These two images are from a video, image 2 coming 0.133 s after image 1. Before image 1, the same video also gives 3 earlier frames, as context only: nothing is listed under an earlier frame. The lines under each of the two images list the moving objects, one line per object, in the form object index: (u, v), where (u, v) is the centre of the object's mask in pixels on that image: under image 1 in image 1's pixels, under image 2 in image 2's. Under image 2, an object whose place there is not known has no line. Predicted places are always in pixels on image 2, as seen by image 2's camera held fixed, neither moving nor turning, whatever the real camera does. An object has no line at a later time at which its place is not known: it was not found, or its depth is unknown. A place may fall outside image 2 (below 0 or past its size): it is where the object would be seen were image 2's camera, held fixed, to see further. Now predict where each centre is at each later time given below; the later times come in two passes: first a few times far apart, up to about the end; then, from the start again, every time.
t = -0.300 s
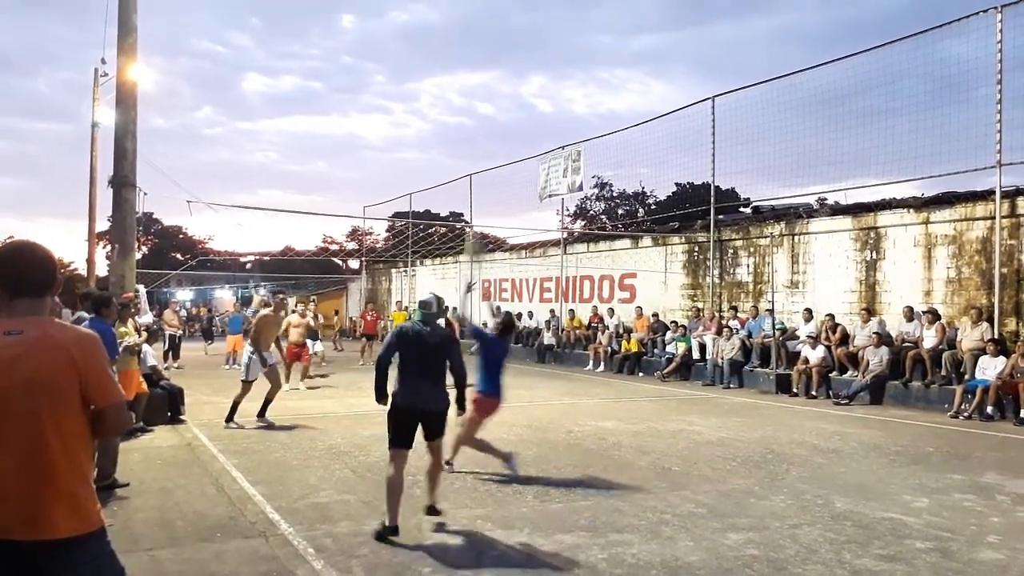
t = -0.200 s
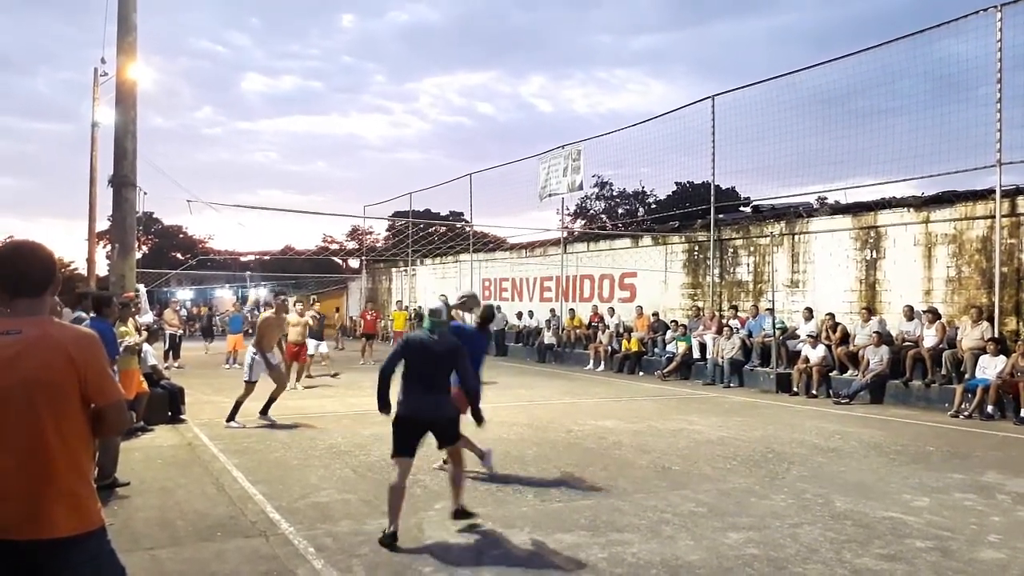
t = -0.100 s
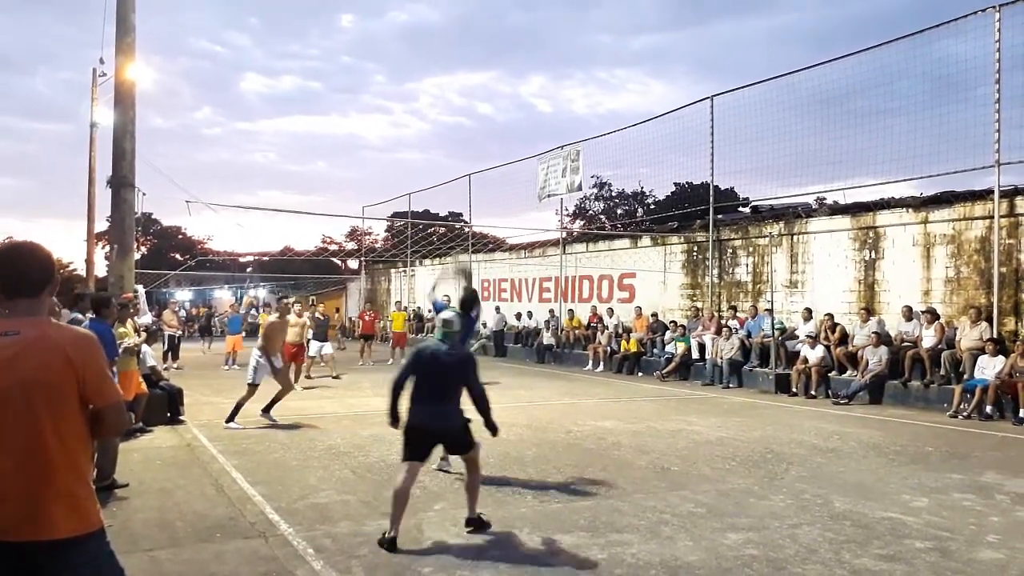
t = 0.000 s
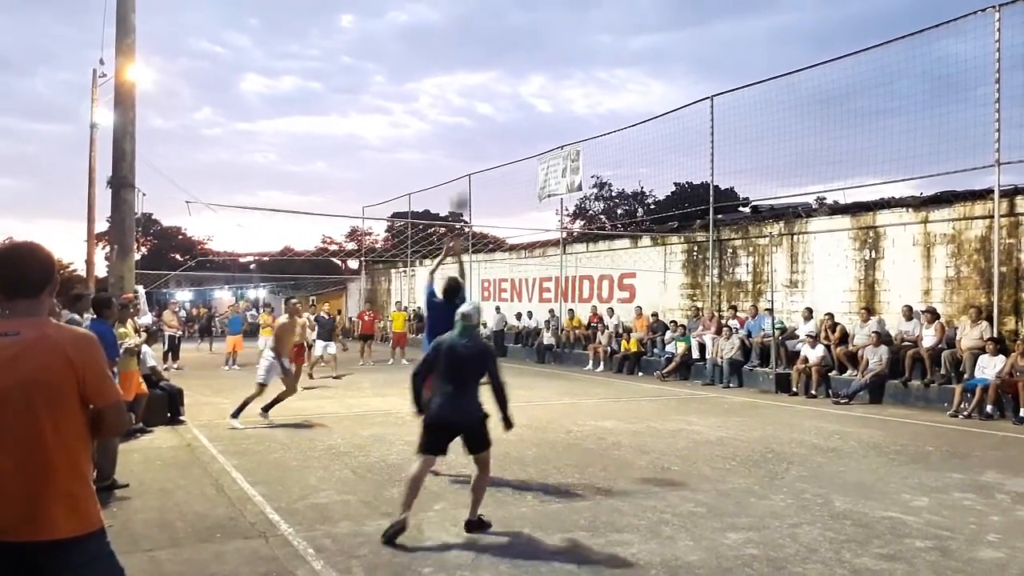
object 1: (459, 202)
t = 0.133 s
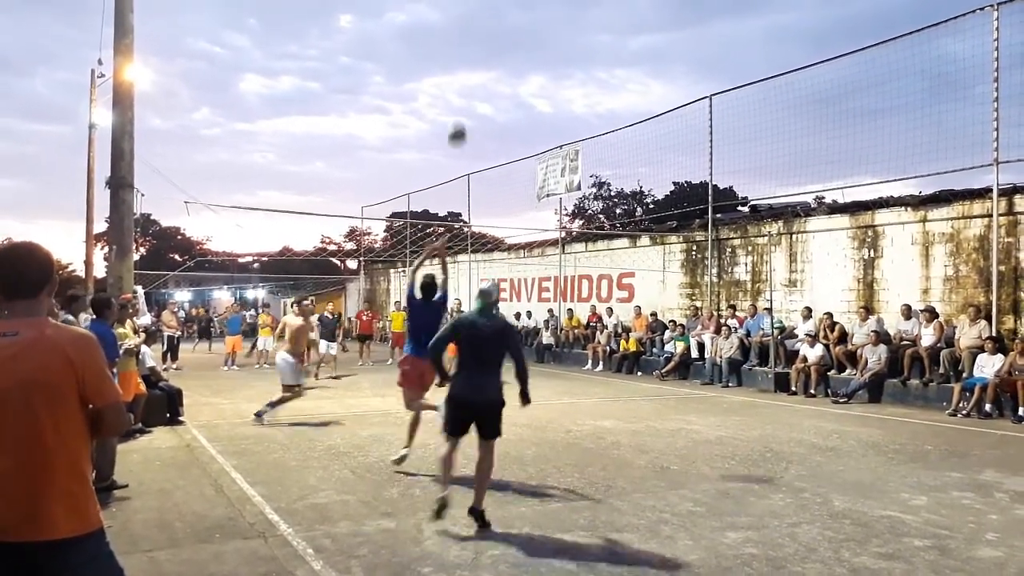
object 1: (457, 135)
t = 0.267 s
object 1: (456, 87)
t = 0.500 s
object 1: (452, 46)
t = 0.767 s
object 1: (449, 58)
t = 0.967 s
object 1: (449, 104)
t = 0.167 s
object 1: (457, 121)
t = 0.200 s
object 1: (456, 108)
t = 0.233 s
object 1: (456, 96)
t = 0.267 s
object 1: (456, 87)
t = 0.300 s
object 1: (454, 76)
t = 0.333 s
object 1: (453, 68)
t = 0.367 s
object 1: (453, 62)
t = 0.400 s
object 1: (453, 56)
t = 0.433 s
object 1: (452, 52)
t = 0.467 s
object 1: (452, 48)
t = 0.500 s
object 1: (452, 46)
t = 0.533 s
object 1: (452, 45)
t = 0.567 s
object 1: (452, 44)
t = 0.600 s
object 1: (451, 44)
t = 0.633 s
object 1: (451, 46)
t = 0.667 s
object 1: (451, 48)
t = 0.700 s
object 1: (450, 50)
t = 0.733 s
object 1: (450, 54)
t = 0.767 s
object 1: (449, 58)
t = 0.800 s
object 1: (449, 63)
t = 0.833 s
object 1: (449, 70)
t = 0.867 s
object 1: (449, 76)
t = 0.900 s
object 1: (450, 86)
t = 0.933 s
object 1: (450, 95)
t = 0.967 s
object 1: (449, 104)
